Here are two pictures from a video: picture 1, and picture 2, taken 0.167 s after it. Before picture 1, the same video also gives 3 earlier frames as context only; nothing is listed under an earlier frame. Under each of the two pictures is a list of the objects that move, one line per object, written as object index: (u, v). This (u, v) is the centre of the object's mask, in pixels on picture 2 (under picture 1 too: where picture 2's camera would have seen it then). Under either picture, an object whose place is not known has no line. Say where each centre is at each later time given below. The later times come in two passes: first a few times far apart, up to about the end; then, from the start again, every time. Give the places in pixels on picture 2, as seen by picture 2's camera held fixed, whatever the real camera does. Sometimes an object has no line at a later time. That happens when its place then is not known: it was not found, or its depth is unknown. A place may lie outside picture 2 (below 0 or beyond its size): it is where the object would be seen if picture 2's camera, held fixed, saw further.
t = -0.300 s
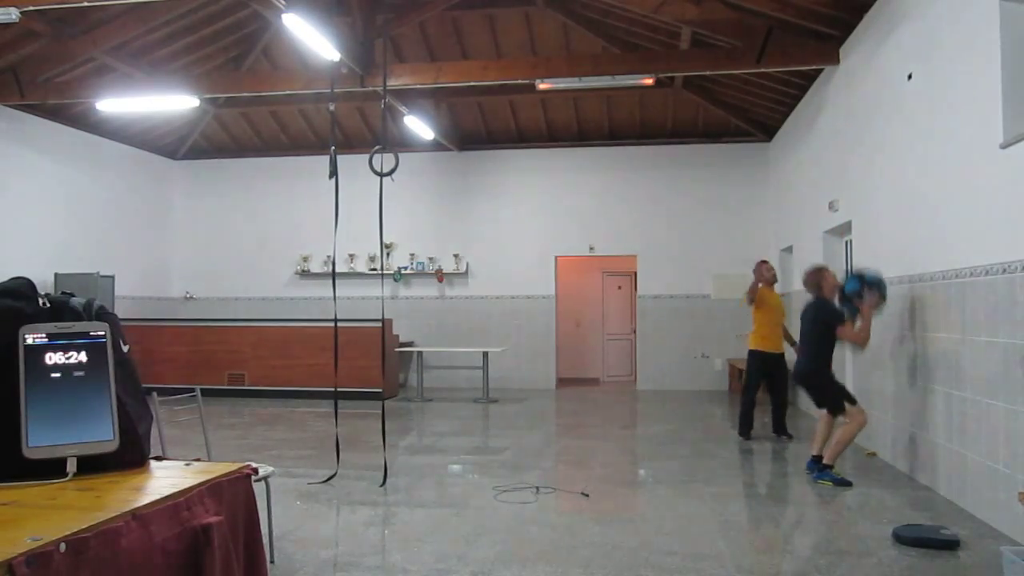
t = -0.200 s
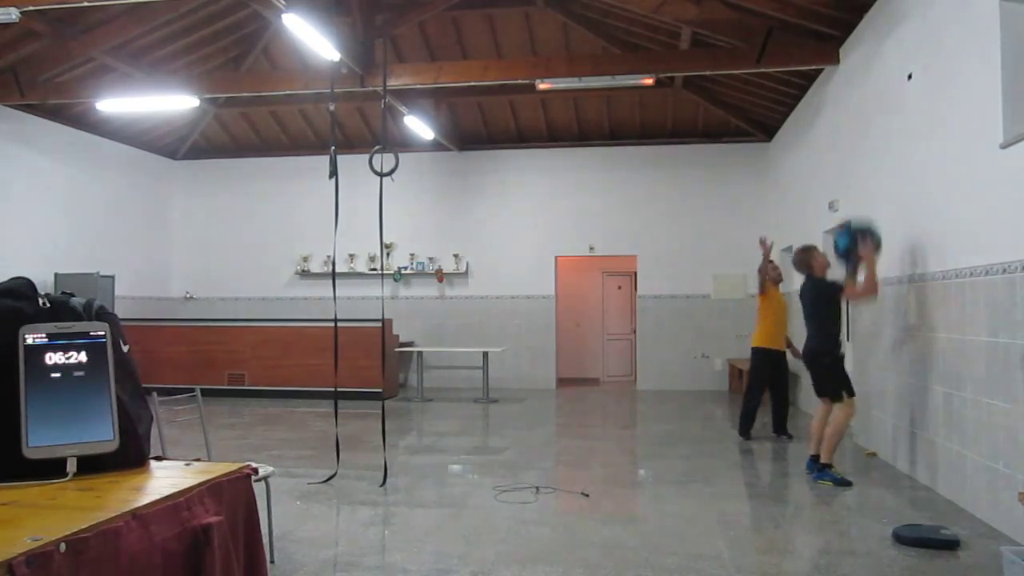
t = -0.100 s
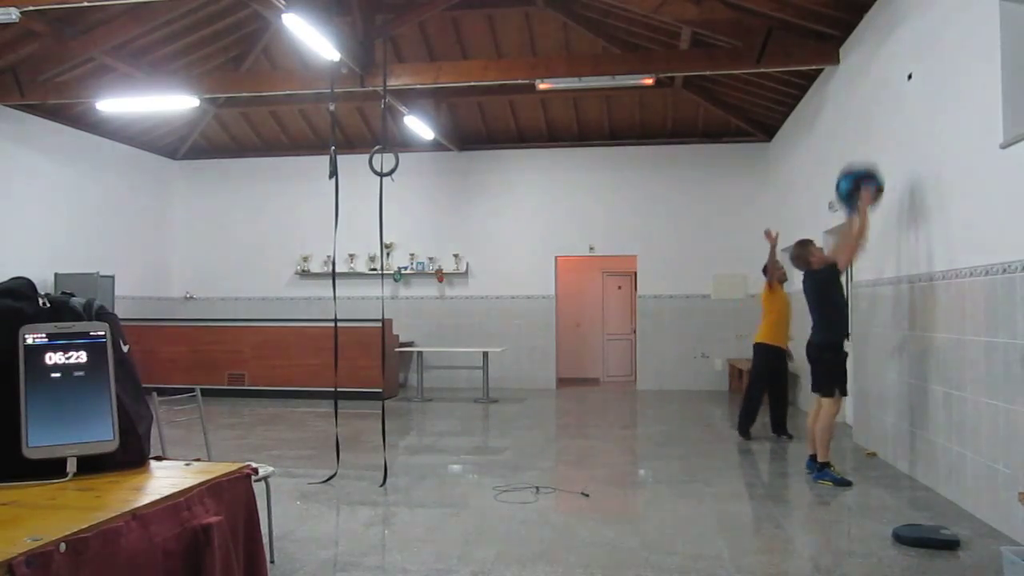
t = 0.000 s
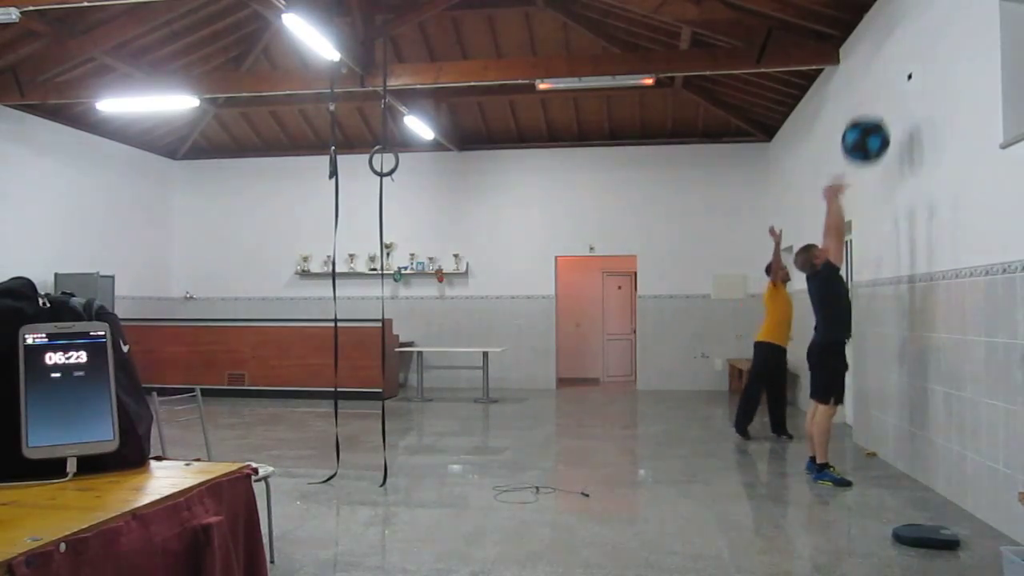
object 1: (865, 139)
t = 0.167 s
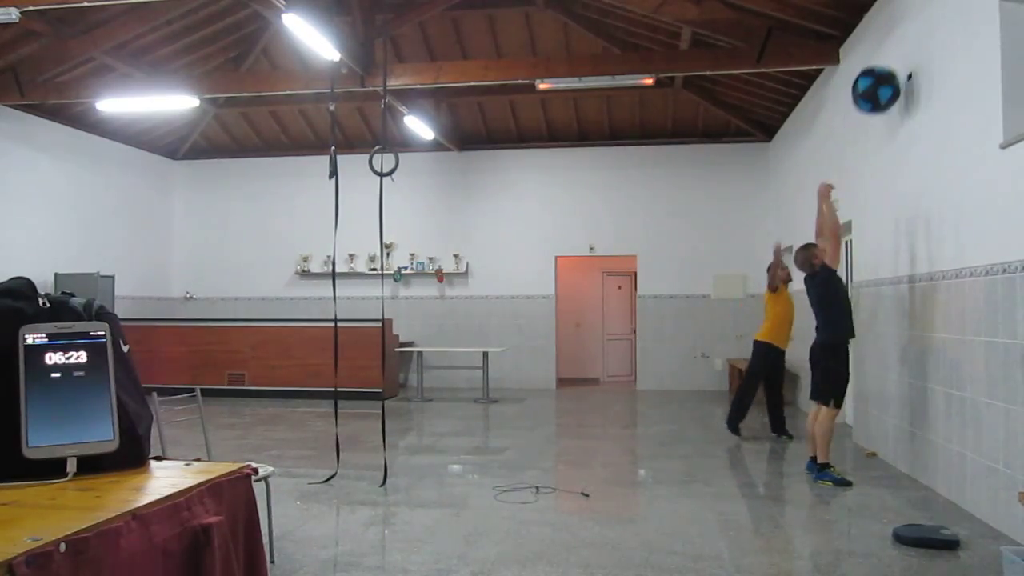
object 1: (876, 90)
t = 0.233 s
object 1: (880, 80)
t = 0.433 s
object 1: (887, 82)
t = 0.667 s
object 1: (879, 146)
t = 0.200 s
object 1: (878, 84)
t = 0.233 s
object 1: (880, 80)
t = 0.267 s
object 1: (883, 77)
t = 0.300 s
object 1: (885, 75)
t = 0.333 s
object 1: (888, 75)
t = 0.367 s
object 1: (888, 76)
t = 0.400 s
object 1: (888, 78)
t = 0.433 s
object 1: (887, 82)
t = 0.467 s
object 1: (886, 87)
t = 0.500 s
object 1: (885, 93)
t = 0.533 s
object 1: (883, 101)
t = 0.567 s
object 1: (882, 110)
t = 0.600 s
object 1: (881, 121)
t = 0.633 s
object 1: (879, 133)
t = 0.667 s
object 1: (879, 146)
